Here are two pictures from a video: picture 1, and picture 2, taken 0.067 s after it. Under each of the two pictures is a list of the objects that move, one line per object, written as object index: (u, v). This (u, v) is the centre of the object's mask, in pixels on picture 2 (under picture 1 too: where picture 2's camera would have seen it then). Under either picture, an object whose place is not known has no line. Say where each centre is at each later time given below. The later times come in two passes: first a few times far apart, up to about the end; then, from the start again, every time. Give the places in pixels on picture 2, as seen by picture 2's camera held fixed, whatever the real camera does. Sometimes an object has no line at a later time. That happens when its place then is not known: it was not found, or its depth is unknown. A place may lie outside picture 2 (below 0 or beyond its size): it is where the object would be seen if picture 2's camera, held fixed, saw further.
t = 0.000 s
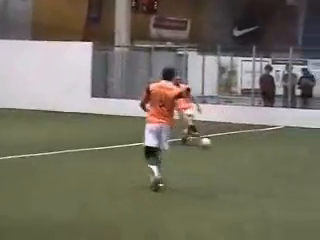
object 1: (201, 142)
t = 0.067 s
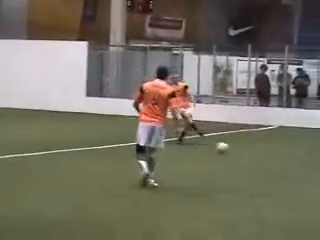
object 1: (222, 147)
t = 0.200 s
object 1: (265, 155)
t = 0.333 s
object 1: (312, 162)
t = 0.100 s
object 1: (233, 149)
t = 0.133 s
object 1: (244, 150)
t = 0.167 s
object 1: (254, 153)
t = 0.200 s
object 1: (265, 155)
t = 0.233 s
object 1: (277, 156)
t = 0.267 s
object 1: (288, 157)
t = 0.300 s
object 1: (300, 159)
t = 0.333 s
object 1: (312, 162)
